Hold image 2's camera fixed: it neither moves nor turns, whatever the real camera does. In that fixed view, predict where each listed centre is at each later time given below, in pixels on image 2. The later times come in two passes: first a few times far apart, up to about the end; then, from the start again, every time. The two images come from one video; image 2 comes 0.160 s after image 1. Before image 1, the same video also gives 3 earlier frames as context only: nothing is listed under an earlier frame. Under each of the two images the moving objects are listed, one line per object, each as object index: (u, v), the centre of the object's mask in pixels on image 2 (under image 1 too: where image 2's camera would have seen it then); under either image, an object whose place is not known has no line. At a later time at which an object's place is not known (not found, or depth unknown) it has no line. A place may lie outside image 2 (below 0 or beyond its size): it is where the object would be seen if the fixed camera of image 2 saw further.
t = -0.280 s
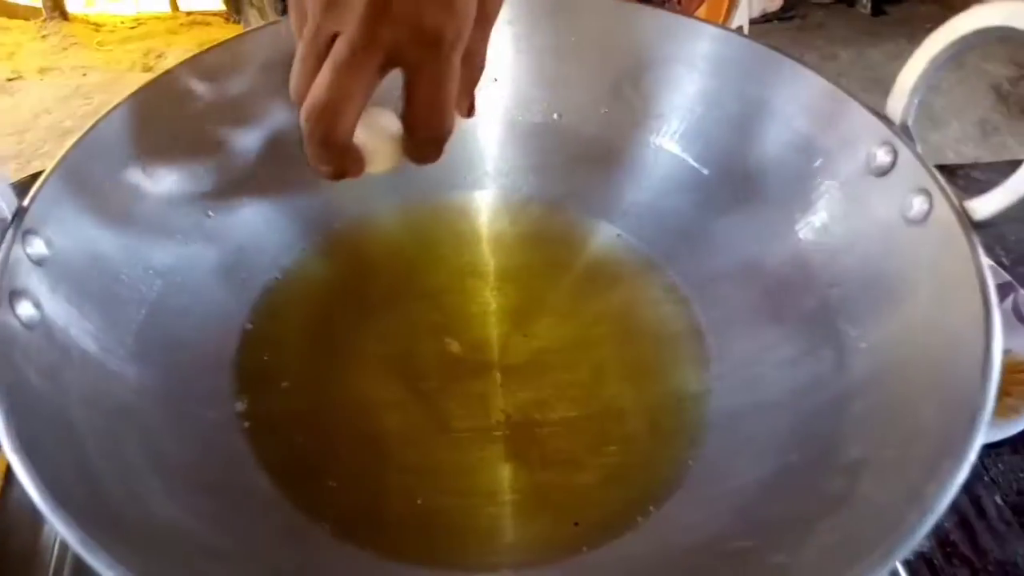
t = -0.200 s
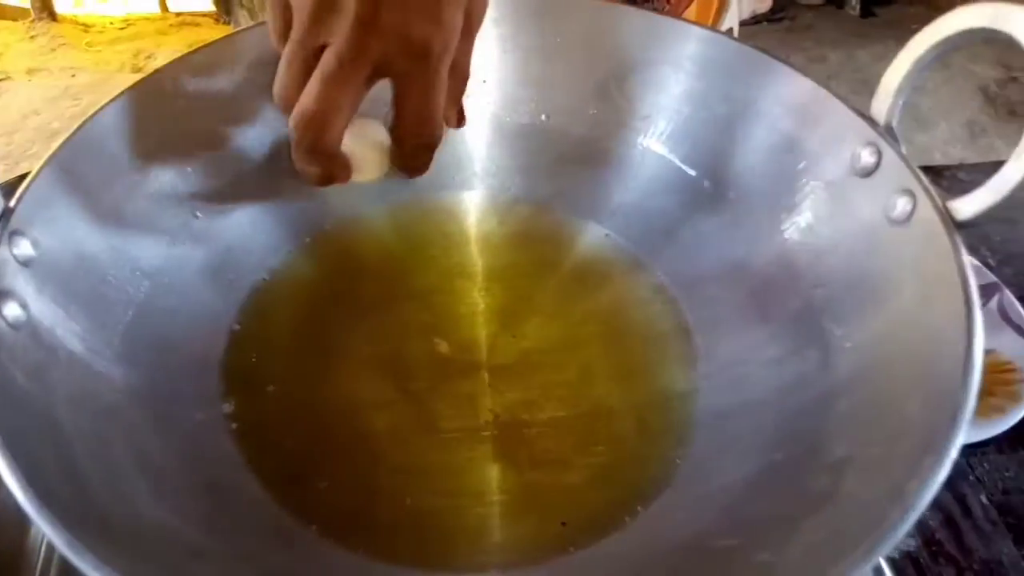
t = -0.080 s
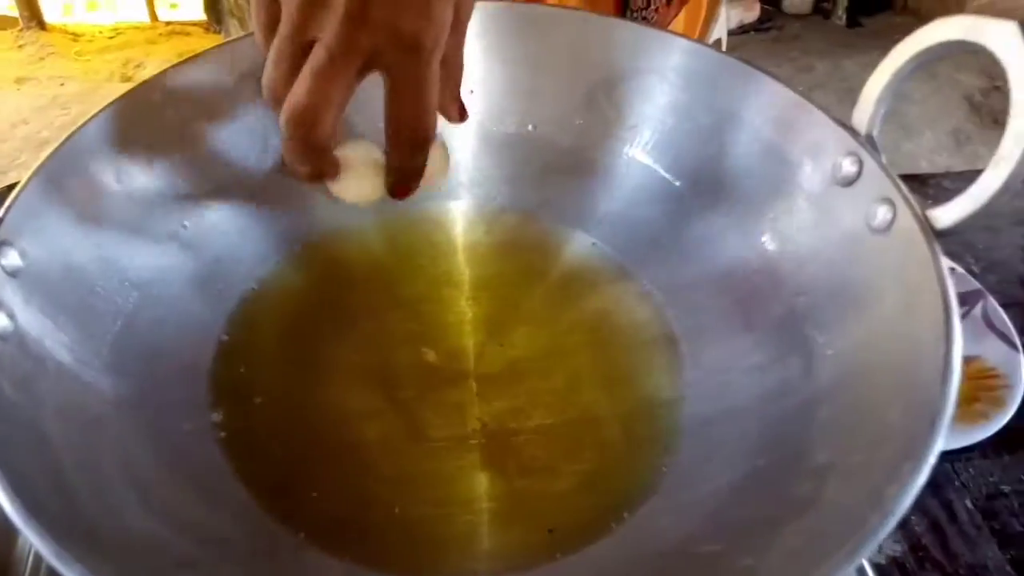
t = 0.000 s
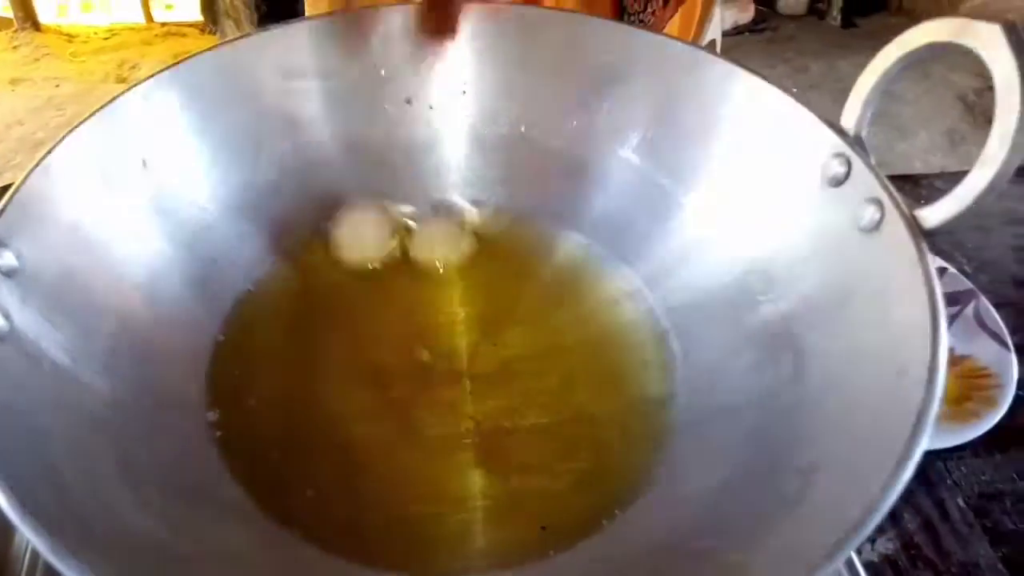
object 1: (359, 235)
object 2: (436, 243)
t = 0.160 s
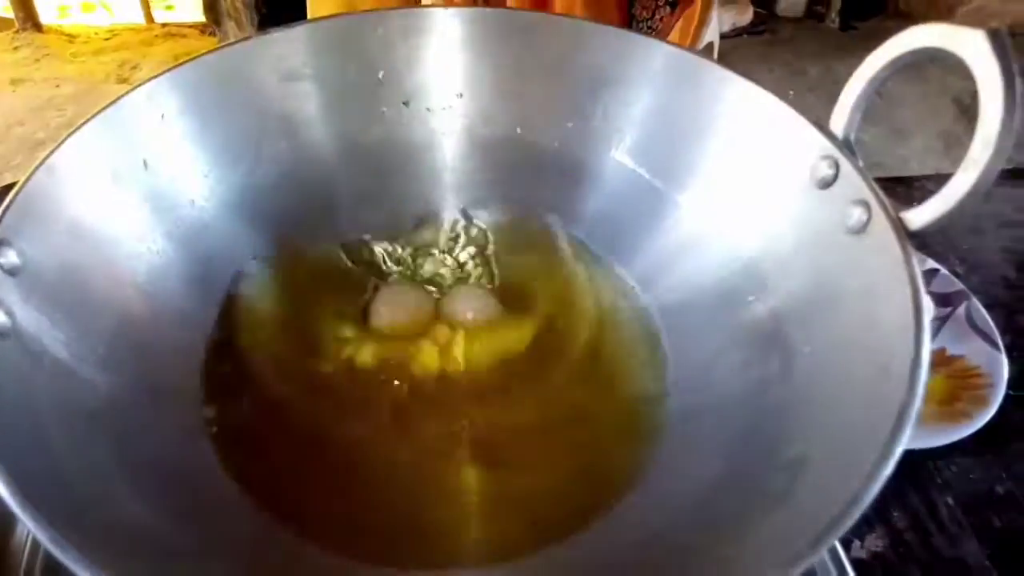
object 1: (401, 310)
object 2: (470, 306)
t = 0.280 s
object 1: (416, 335)
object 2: (489, 331)
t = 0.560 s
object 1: (425, 358)
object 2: (496, 353)
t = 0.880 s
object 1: (430, 373)
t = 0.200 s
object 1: (406, 319)
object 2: (477, 316)
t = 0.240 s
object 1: (415, 332)
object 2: (485, 327)
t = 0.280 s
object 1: (416, 335)
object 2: (489, 331)
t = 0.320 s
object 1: (418, 340)
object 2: (491, 335)
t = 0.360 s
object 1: (421, 345)
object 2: (492, 339)
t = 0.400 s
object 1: (423, 348)
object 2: (492, 343)
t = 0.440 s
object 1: (425, 351)
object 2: (494, 347)
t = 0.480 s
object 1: (426, 354)
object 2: (494, 350)
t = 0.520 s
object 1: (425, 358)
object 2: (495, 354)
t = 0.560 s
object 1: (425, 358)
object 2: (496, 353)
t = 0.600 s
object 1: (425, 358)
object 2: (496, 353)
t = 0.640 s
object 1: (425, 359)
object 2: (497, 352)
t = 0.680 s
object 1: (424, 359)
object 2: (497, 351)
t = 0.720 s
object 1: (425, 361)
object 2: (498, 350)
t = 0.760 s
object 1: (427, 364)
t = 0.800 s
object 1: (429, 367)
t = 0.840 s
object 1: (431, 370)
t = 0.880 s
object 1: (430, 373)
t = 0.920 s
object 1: (430, 377)
